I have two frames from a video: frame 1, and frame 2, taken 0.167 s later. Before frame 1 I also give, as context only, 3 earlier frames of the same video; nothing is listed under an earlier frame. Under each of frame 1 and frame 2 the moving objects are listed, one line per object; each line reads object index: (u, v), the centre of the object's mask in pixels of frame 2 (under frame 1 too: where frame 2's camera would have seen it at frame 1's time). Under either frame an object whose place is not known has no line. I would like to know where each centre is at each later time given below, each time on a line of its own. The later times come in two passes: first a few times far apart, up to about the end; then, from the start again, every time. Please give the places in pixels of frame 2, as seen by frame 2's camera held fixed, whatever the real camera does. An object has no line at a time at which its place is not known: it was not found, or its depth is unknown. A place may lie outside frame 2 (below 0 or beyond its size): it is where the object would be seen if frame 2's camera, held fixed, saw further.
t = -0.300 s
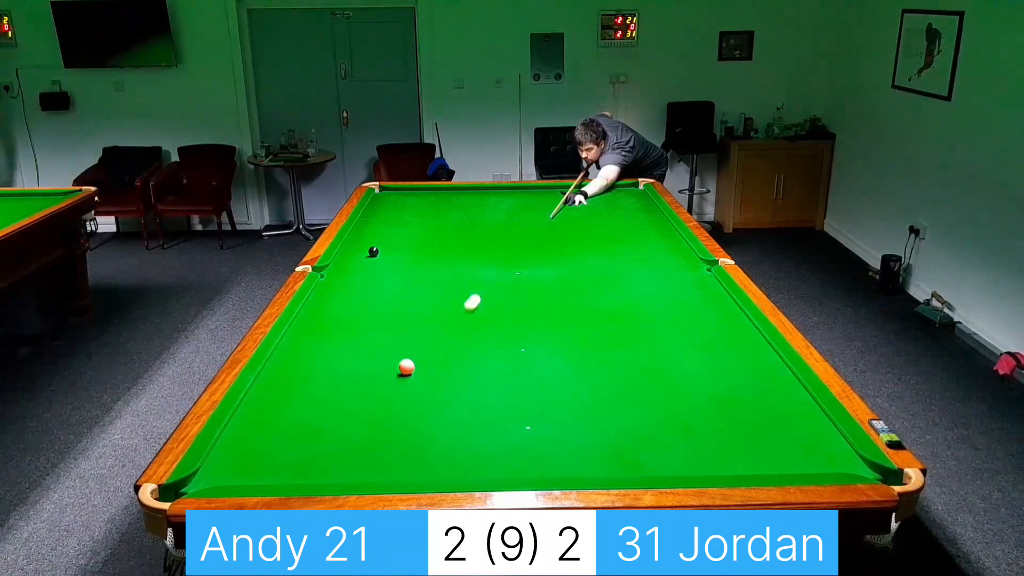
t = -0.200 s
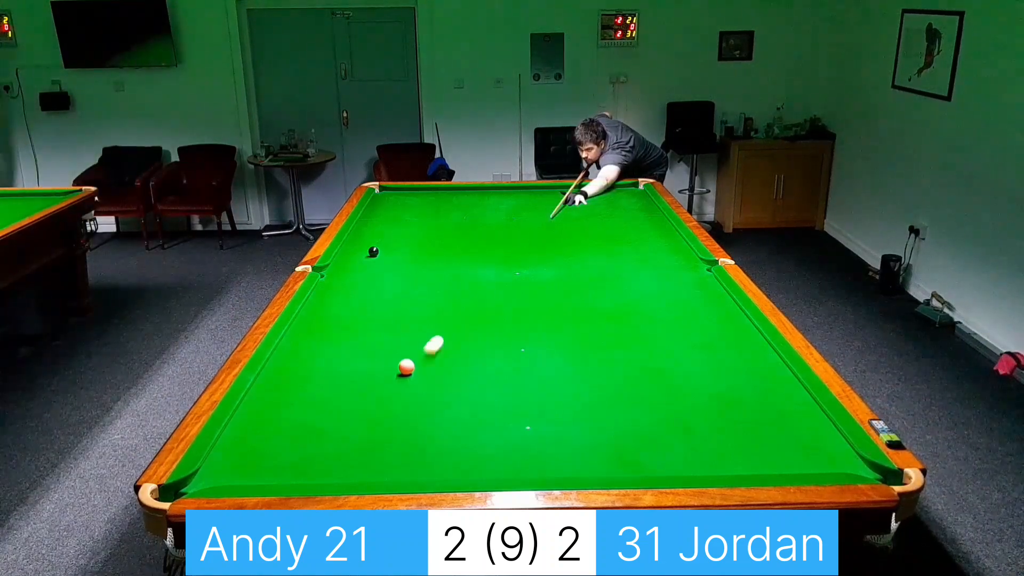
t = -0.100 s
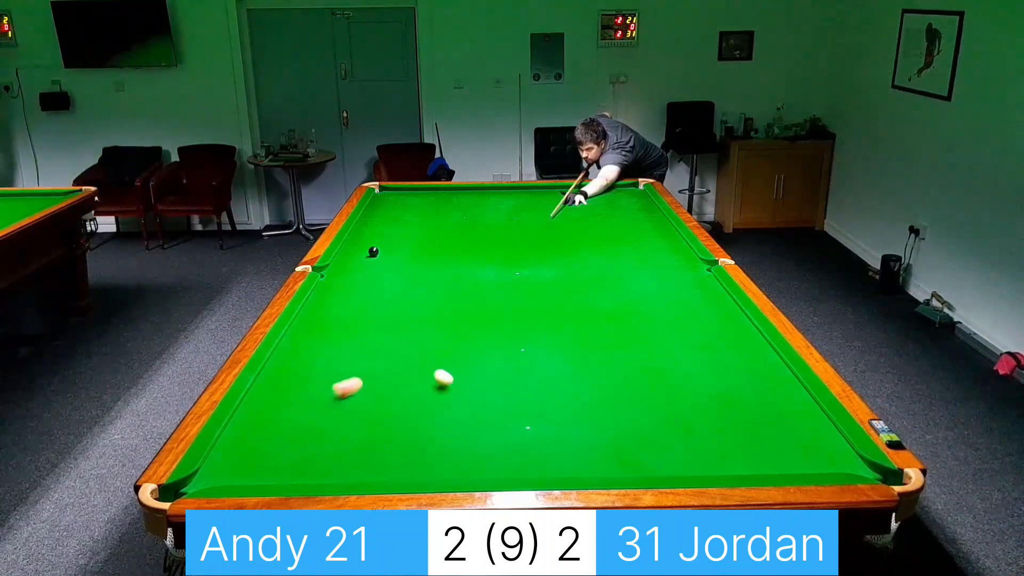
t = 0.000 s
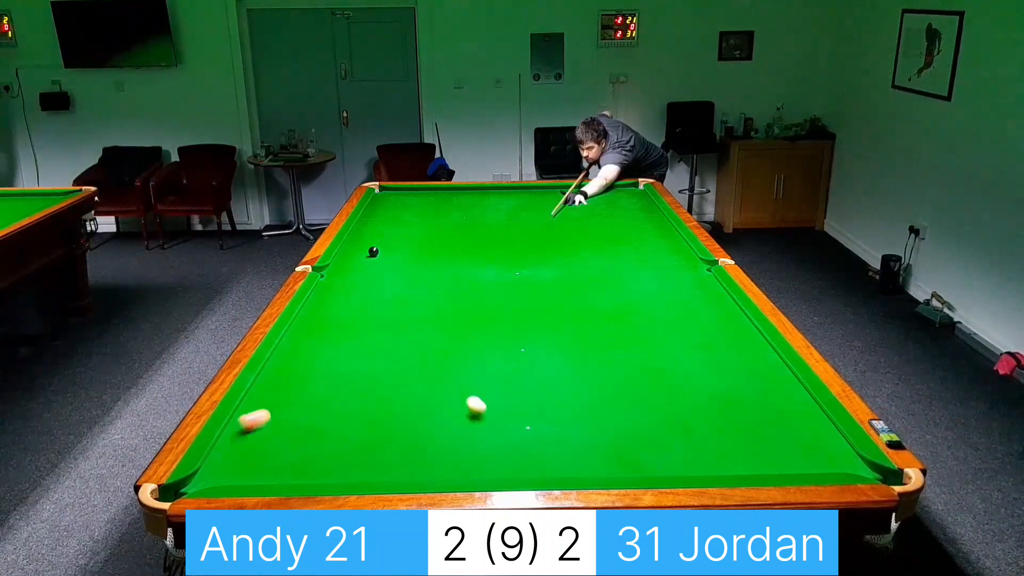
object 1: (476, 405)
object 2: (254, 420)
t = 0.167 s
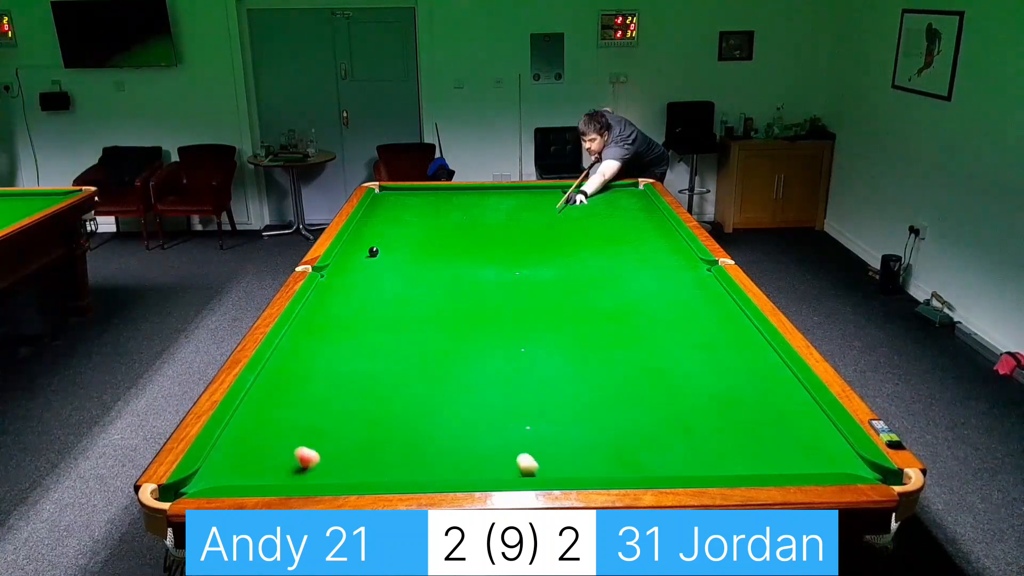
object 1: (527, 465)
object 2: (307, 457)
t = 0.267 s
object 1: (543, 448)
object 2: (355, 475)
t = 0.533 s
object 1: (569, 388)
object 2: (492, 439)
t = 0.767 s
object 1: (588, 350)
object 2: (592, 412)
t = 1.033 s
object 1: (605, 316)
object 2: (692, 384)
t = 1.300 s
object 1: (619, 288)
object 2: (776, 362)
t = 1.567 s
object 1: (630, 265)
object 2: (695, 340)
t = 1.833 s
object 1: (640, 246)
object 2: (634, 321)
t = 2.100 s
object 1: (649, 230)
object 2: (580, 305)
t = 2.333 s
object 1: (655, 217)
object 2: (539, 293)
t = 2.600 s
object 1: (647, 206)
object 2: (498, 281)
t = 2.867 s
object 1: (633, 196)
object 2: (461, 269)
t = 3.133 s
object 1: (619, 188)
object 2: (428, 259)
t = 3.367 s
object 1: (612, 188)
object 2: (402, 252)
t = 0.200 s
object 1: (536, 469)
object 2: (324, 464)
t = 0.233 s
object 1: (540, 460)
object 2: (340, 470)
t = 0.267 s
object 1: (543, 448)
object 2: (355, 475)
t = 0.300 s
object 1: (547, 439)
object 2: (375, 473)
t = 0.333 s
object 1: (550, 430)
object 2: (393, 468)
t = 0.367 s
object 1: (553, 422)
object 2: (410, 462)
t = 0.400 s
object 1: (557, 414)
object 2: (428, 457)
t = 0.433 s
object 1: (560, 407)
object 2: (444, 452)
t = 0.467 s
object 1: (563, 401)
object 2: (460, 448)
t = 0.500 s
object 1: (566, 394)
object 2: (476, 443)
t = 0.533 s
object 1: (569, 388)
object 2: (492, 439)
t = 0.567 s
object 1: (572, 382)
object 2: (507, 435)
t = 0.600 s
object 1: (575, 376)
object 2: (522, 430)
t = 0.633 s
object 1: (578, 370)
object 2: (537, 427)
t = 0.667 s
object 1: (580, 366)
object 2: (551, 423)
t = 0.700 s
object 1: (583, 360)
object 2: (565, 419)
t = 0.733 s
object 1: (585, 355)
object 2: (579, 415)
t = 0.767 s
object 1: (588, 350)
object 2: (592, 412)
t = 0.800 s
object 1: (590, 345)
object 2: (605, 408)
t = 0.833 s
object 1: (592, 341)
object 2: (619, 405)
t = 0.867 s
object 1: (595, 336)
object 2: (631, 401)
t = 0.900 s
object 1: (597, 332)
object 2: (644, 398)
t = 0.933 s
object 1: (599, 328)
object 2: (656, 394)
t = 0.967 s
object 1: (601, 323)
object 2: (668, 391)
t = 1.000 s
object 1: (603, 320)
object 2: (680, 388)
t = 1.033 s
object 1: (605, 316)
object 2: (692, 384)
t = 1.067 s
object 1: (607, 312)
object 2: (704, 382)
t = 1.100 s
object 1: (608, 308)
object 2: (715, 379)
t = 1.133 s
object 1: (610, 305)
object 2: (727, 376)
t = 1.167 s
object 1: (612, 301)
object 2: (738, 373)
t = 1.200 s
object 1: (614, 298)
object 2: (748, 370)
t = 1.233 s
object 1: (616, 294)
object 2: (759, 367)
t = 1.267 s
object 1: (617, 291)
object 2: (769, 365)
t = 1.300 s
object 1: (619, 288)
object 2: (776, 362)
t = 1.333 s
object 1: (620, 285)
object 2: (763, 358)
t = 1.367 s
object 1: (622, 282)
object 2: (752, 356)
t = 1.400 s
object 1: (623, 279)
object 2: (741, 353)
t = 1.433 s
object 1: (625, 276)
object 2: (731, 350)
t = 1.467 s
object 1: (626, 273)
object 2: (721, 347)
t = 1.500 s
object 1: (628, 270)
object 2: (713, 345)
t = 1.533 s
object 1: (629, 268)
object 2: (704, 342)
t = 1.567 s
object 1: (630, 265)
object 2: (695, 340)
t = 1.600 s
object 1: (632, 262)
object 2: (687, 337)
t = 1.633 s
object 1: (633, 260)
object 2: (679, 335)
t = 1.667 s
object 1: (634, 257)
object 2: (671, 332)
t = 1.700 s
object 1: (635, 255)
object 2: (664, 330)
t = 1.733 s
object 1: (637, 253)
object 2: (656, 328)
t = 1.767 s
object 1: (638, 250)
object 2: (648, 326)
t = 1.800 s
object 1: (639, 248)
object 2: (641, 324)
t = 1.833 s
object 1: (640, 246)
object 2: (634, 321)
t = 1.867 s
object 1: (641, 244)
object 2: (626, 319)
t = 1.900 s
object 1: (642, 242)
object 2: (619, 317)
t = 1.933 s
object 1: (643, 239)
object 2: (612, 315)
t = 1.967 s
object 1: (645, 238)
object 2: (606, 313)
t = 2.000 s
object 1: (646, 235)
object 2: (600, 311)
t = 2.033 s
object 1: (647, 233)
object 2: (593, 309)
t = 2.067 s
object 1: (648, 231)
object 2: (586, 307)
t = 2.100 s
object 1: (649, 230)
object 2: (580, 305)
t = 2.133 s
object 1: (650, 228)
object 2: (574, 304)
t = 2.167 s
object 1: (651, 226)
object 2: (568, 302)
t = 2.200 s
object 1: (652, 224)
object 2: (562, 300)
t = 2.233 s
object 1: (653, 222)
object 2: (556, 298)
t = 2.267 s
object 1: (653, 221)
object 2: (551, 296)
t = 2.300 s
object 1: (654, 219)
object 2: (545, 295)
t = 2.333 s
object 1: (655, 217)
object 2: (539, 293)
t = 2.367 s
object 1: (656, 215)
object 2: (534, 292)
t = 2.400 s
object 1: (657, 214)
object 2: (528, 290)
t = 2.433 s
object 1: (658, 212)
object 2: (523, 289)
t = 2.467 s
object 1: (655, 211)
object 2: (518, 287)
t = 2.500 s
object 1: (653, 210)
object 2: (513, 285)
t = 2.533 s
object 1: (651, 208)
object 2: (508, 284)
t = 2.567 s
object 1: (649, 207)
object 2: (502, 282)
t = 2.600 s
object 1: (647, 206)
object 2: (498, 281)
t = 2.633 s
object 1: (645, 204)
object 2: (493, 279)
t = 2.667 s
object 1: (643, 203)
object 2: (488, 278)
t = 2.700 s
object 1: (641, 202)
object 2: (483, 276)
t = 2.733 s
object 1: (640, 201)
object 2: (479, 275)
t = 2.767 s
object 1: (638, 200)
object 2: (474, 273)
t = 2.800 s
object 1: (636, 199)
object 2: (470, 272)
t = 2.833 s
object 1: (634, 198)
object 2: (465, 271)
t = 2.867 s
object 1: (633, 196)
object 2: (461, 269)
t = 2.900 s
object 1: (631, 195)
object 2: (456, 268)
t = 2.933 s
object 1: (629, 194)
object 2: (452, 267)
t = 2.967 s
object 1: (627, 193)
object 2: (448, 266)
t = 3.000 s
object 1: (626, 192)
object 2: (444, 264)
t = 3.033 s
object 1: (624, 191)
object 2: (440, 263)
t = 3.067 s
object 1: (623, 190)
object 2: (436, 262)
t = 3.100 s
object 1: (621, 189)
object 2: (432, 260)
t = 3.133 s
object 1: (619, 188)
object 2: (428, 259)
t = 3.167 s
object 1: (618, 187)
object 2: (424, 258)
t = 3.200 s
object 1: (616, 186)
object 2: (420, 257)
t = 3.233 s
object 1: (615, 185)
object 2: (416, 256)
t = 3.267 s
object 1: (614, 186)
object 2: (413, 255)
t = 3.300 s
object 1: (614, 186)
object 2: (409, 254)
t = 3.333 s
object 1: (613, 187)
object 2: (405, 252)
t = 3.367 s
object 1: (612, 188)
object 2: (402, 252)
